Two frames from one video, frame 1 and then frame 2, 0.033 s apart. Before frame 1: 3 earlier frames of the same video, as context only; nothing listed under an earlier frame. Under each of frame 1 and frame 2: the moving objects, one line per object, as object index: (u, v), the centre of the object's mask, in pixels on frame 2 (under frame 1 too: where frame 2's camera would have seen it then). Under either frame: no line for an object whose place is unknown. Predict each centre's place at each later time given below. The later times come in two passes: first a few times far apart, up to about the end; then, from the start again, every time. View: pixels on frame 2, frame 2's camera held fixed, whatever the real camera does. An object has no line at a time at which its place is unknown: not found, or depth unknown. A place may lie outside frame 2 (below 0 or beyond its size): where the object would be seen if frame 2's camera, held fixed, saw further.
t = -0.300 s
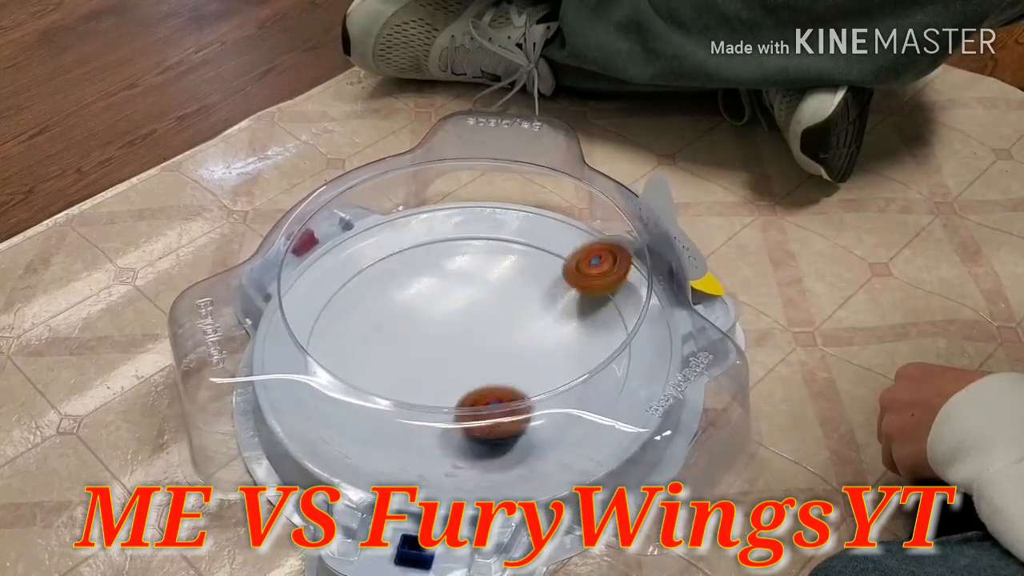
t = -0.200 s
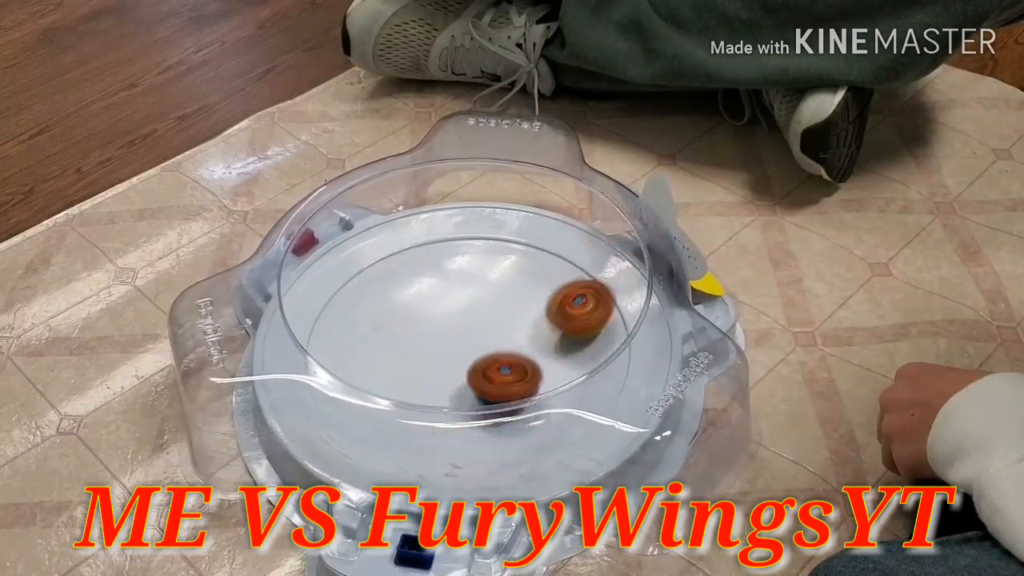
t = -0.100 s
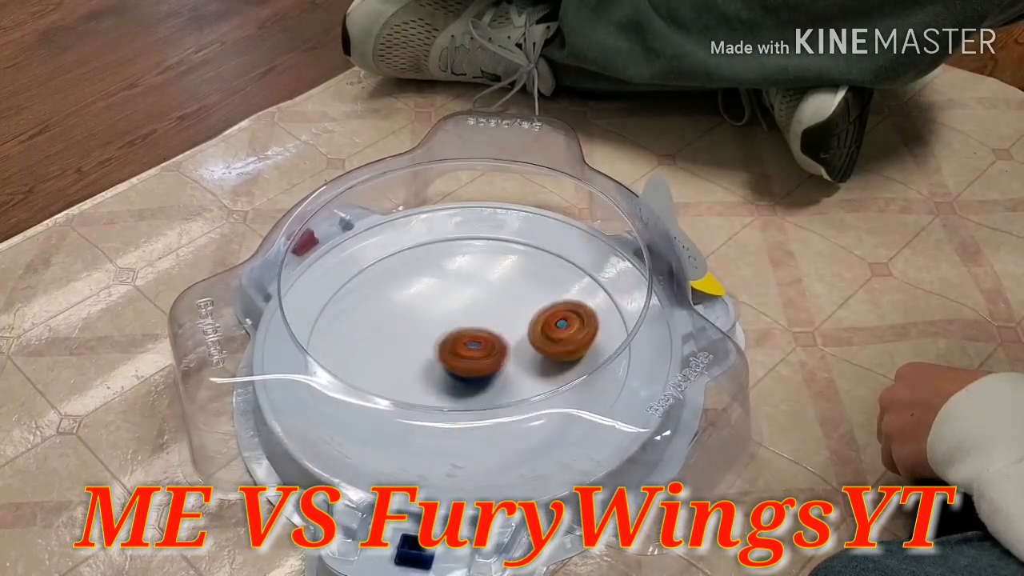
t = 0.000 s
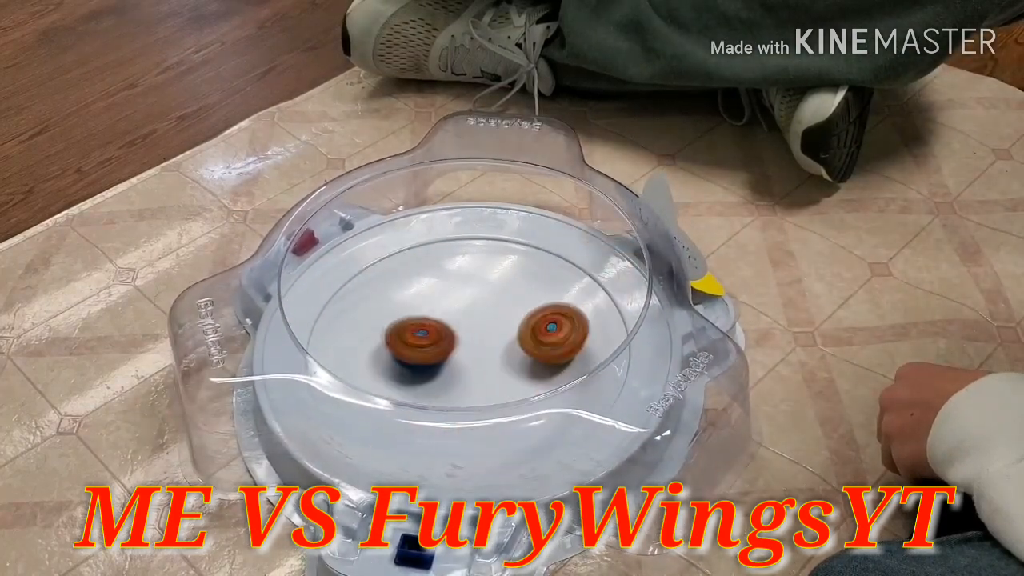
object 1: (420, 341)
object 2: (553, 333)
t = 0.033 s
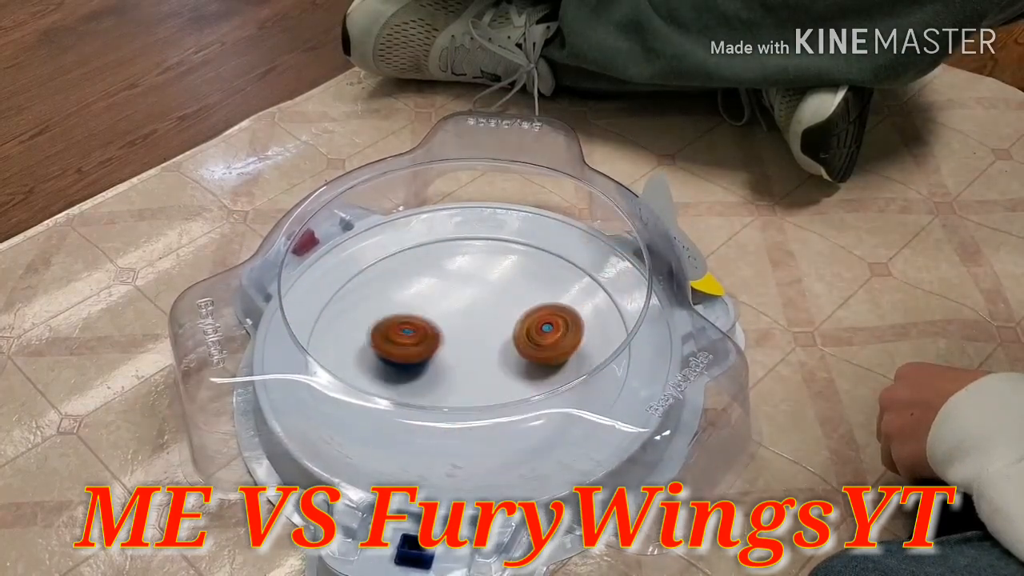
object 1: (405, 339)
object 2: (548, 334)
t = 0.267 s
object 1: (356, 358)
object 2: (506, 332)
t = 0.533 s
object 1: (419, 367)
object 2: (462, 322)
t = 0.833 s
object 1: (451, 361)
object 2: (463, 300)
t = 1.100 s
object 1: (461, 377)
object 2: (473, 292)
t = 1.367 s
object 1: (468, 361)
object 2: (479, 307)
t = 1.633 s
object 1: (472, 399)
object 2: (524, 286)
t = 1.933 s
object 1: (389, 379)
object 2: (552, 284)
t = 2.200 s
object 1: (418, 340)
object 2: (505, 341)
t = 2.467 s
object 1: (443, 288)
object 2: (482, 370)
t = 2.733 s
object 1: (520, 314)
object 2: (457, 363)
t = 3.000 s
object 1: (530, 356)
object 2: (448, 336)
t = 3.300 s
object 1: (458, 382)
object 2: (445, 317)
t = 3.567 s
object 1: (445, 370)
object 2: (469, 314)
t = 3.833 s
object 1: (438, 348)
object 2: (499, 316)
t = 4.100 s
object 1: (409, 359)
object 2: (548, 320)
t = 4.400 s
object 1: (421, 356)
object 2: (568, 320)
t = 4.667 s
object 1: (435, 322)
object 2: (514, 346)
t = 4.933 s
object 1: (452, 305)
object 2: (482, 384)
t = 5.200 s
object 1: (482, 317)
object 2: (486, 382)
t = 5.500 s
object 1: (475, 305)
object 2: (468, 378)
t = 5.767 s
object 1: (470, 321)
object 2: (442, 380)
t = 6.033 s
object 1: (497, 329)
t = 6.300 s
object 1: (501, 326)
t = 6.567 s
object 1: (541, 326)
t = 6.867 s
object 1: (520, 331)
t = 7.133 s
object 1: (473, 333)
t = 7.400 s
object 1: (499, 357)
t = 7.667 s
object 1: (473, 362)
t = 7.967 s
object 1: (466, 359)
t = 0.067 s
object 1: (392, 339)
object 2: (543, 334)
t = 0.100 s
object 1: (381, 340)
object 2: (537, 335)
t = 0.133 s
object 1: (372, 341)
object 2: (531, 334)
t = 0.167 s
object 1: (365, 344)
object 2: (525, 334)
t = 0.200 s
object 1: (359, 348)
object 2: (518, 334)
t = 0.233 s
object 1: (356, 353)
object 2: (512, 332)
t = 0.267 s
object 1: (356, 358)
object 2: (506, 332)
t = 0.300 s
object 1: (359, 362)
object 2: (499, 331)
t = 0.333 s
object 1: (363, 365)
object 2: (493, 330)
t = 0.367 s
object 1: (370, 369)
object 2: (487, 329)
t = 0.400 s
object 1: (379, 371)
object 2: (481, 328)
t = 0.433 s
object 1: (389, 372)
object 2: (475, 328)
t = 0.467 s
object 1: (399, 371)
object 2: (470, 327)
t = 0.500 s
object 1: (411, 368)
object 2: (464, 326)
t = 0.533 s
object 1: (419, 367)
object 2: (462, 322)
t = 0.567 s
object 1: (421, 369)
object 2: (466, 313)
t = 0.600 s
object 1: (424, 369)
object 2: (469, 307)
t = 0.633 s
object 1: (428, 368)
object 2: (470, 303)
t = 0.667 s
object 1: (433, 365)
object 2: (469, 302)
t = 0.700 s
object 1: (437, 363)
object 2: (467, 303)
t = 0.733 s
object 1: (442, 359)
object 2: (465, 304)
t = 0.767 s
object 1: (445, 356)
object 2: (464, 304)
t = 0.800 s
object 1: (448, 361)
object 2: (464, 300)
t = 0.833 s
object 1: (451, 361)
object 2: (463, 300)
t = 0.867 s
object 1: (454, 360)
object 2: (463, 300)
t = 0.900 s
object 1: (458, 359)
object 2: (462, 302)
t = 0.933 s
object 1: (460, 360)
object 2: (463, 302)
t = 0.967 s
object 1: (461, 368)
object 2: (466, 295)
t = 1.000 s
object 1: (460, 373)
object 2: (468, 290)
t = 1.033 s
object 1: (460, 376)
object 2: (470, 288)
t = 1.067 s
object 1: (460, 377)
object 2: (472, 289)
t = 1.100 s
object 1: (461, 377)
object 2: (473, 292)
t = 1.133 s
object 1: (462, 375)
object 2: (475, 295)
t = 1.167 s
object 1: (463, 372)
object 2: (476, 298)
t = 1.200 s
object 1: (464, 368)
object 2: (477, 301)
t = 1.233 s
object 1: (466, 365)
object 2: (478, 305)
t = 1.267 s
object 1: (468, 361)
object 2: (479, 307)
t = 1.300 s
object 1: (468, 361)
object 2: (481, 307)
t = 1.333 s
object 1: (467, 362)
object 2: (483, 307)
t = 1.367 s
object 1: (468, 361)
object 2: (479, 307)
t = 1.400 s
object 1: (468, 361)
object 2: (481, 307)
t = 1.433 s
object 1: (466, 362)
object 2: (485, 308)
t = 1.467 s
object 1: (458, 379)
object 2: (494, 294)
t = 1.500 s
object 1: (454, 385)
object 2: (500, 284)
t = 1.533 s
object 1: (452, 391)
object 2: (509, 274)
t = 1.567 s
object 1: (455, 399)
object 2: (515, 275)
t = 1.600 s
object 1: (464, 400)
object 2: (521, 280)
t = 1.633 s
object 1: (472, 399)
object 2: (524, 286)
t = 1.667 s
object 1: (480, 391)
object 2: (525, 293)
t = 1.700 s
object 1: (485, 385)
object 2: (524, 300)
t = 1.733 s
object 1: (482, 376)
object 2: (521, 307)
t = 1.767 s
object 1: (473, 362)
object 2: (517, 315)
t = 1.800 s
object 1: (440, 370)
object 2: (531, 297)
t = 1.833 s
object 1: (422, 376)
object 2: (539, 286)
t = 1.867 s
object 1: (401, 379)
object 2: (547, 276)
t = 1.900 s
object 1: (393, 379)
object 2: (551, 279)
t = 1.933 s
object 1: (389, 379)
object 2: (552, 284)
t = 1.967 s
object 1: (388, 378)
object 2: (550, 291)
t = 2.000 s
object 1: (390, 376)
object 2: (543, 303)
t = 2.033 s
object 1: (391, 375)
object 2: (540, 307)
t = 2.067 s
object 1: (397, 371)
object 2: (532, 316)
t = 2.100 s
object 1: (405, 363)
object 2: (521, 325)
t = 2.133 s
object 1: (415, 354)
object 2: (510, 334)
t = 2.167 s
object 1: (424, 345)
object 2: (499, 341)
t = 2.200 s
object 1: (418, 340)
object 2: (505, 341)
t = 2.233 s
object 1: (412, 330)
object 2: (515, 344)
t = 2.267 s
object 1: (413, 321)
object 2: (514, 348)
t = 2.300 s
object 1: (415, 311)
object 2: (510, 353)
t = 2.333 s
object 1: (419, 304)
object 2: (504, 358)
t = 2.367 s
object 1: (423, 297)
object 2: (498, 363)
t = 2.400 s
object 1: (429, 291)
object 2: (493, 366)
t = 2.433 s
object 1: (436, 289)
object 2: (488, 369)
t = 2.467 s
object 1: (443, 288)
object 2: (482, 370)
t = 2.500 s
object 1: (453, 289)
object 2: (478, 372)
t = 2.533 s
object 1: (459, 291)
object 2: (476, 372)
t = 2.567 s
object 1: (470, 295)
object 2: (472, 372)
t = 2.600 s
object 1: (481, 298)
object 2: (468, 371)
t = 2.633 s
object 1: (492, 301)
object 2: (465, 370)
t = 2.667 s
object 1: (502, 306)
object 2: (462, 368)
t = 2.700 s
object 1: (512, 310)
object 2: (460, 366)
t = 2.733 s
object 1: (520, 314)
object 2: (457, 363)
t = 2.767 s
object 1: (527, 319)
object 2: (456, 360)
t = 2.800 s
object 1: (532, 324)
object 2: (454, 356)
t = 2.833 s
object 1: (535, 329)
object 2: (454, 352)
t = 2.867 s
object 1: (535, 335)
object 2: (454, 349)
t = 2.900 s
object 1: (534, 338)
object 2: (454, 347)
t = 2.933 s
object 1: (531, 344)
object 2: (455, 343)
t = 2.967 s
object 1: (527, 350)
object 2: (455, 340)
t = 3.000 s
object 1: (530, 356)
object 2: (448, 336)
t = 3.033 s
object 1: (529, 360)
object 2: (447, 332)
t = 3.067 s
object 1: (524, 362)
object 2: (446, 329)
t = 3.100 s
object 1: (516, 364)
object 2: (445, 327)
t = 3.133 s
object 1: (504, 366)
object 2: (444, 325)
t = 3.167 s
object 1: (490, 368)
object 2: (444, 324)
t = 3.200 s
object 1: (477, 370)
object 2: (445, 322)
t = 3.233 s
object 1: (472, 373)
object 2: (444, 320)
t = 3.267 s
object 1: (465, 379)
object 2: (444, 318)
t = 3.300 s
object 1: (458, 382)
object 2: (445, 317)
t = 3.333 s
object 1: (454, 383)
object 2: (446, 317)
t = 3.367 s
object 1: (450, 383)
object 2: (449, 318)
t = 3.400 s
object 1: (447, 382)
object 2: (451, 319)
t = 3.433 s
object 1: (445, 378)
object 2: (453, 321)
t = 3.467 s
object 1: (444, 376)
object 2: (456, 318)
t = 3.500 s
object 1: (443, 376)
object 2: (460, 313)
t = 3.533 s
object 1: (443, 374)
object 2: (465, 313)
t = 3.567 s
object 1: (445, 370)
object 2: (469, 314)
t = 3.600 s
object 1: (447, 366)
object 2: (471, 314)
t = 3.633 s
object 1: (447, 362)
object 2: (476, 312)
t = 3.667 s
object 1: (446, 359)
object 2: (481, 311)
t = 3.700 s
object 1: (441, 358)
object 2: (486, 311)
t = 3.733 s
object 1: (437, 356)
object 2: (490, 311)
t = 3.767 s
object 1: (435, 354)
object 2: (494, 312)
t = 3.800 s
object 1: (436, 351)
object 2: (497, 314)
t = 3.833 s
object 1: (438, 348)
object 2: (499, 316)
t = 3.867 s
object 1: (435, 348)
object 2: (506, 315)
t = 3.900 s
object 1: (434, 347)
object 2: (509, 317)
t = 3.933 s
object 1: (434, 347)
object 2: (509, 318)
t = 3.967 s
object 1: (437, 346)
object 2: (510, 321)
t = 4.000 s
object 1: (437, 346)
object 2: (514, 323)
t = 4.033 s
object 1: (421, 350)
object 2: (536, 317)
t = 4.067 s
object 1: (413, 354)
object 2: (544, 317)
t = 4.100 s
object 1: (409, 359)
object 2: (548, 320)
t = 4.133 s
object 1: (409, 363)
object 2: (550, 323)
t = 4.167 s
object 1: (416, 368)
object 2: (548, 327)
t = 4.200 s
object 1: (427, 370)
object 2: (544, 331)
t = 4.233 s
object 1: (442, 368)
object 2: (539, 334)
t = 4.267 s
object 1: (456, 362)
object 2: (532, 337)
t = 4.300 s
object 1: (458, 360)
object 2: (531, 338)
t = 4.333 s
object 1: (436, 360)
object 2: (559, 324)
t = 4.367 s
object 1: (426, 358)
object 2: (569, 318)
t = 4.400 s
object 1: (421, 356)
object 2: (568, 320)
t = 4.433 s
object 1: (420, 354)
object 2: (563, 323)
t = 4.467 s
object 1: (423, 351)
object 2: (556, 326)
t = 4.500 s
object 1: (427, 347)
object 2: (547, 331)
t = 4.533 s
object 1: (433, 343)
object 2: (537, 335)
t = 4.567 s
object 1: (438, 337)
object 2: (524, 339)
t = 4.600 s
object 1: (441, 331)
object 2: (516, 342)
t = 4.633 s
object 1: (438, 327)
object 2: (518, 343)
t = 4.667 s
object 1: (435, 322)
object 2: (514, 346)
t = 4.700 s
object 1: (436, 318)
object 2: (507, 350)
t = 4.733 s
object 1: (438, 315)
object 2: (498, 354)
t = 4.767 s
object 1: (442, 314)
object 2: (490, 358)
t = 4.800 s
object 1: (444, 313)
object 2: (487, 363)
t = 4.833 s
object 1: (447, 313)
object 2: (482, 366)
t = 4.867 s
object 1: (452, 316)
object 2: (477, 370)
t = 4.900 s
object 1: (453, 310)
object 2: (481, 380)
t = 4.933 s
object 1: (452, 305)
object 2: (482, 384)
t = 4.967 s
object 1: (451, 302)
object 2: (481, 385)
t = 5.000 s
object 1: (452, 301)
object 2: (481, 386)
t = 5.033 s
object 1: (453, 302)
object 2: (480, 385)
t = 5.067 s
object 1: (456, 306)
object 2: (480, 385)
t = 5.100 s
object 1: (461, 313)
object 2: (481, 384)
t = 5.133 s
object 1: (468, 319)
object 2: (482, 381)
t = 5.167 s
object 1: (475, 323)
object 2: (483, 380)
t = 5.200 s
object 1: (482, 317)
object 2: (486, 382)
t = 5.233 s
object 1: (488, 309)
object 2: (487, 385)
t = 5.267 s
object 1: (488, 305)
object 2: (486, 384)
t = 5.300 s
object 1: (487, 303)
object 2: (484, 382)
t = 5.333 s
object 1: (486, 303)
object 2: (483, 381)
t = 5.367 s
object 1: (483, 306)
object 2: (481, 377)
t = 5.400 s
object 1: (480, 313)
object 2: (477, 373)
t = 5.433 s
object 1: (479, 313)
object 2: (475, 372)
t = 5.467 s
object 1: (478, 308)
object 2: (472, 377)
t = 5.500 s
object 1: (475, 305)
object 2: (468, 378)
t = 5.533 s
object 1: (471, 307)
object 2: (464, 377)
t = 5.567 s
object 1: (468, 311)
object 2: (460, 376)
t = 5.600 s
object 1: (465, 316)
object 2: (456, 375)
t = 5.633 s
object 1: (468, 313)
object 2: (452, 380)
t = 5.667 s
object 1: (468, 313)
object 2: (448, 381)
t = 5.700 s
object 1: (468, 314)
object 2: (447, 381)
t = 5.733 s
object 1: (469, 317)
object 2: (444, 381)
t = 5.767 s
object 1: (470, 321)
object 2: (442, 380)
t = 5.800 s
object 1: (473, 326)
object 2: (441, 379)
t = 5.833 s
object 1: (480, 324)
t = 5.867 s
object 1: (486, 324)
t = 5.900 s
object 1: (490, 324)
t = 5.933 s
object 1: (492, 326)
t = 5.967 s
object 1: (492, 328)
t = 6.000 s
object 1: (494, 330)
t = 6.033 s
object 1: (497, 329)
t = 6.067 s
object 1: (498, 330)
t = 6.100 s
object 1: (497, 331)
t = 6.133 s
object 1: (499, 332)
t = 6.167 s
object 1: (508, 328)
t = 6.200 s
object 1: (512, 326)
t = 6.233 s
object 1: (511, 325)
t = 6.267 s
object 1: (507, 324)
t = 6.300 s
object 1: (501, 326)
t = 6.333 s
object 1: (492, 330)
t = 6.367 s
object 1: (490, 333)
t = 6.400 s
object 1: (522, 326)
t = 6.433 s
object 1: (532, 323)
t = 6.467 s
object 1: (540, 322)
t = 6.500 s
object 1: (542, 322)
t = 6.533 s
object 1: (542, 323)
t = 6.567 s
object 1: (541, 326)
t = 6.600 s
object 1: (535, 331)
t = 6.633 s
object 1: (527, 336)
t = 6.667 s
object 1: (516, 340)
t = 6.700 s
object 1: (518, 341)
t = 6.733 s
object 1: (538, 336)
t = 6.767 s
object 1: (540, 335)
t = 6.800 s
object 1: (538, 333)
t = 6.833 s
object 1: (531, 331)
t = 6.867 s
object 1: (520, 331)
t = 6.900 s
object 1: (508, 331)
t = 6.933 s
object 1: (503, 331)
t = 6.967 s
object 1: (503, 330)
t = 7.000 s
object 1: (500, 330)
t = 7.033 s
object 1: (494, 331)
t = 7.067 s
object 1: (486, 332)
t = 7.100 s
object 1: (478, 333)
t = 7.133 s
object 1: (473, 333)
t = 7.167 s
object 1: (476, 336)
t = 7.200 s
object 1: (476, 339)
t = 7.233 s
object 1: (477, 342)
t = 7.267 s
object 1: (486, 347)
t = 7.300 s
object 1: (490, 350)
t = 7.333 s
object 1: (495, 352)
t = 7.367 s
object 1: (498, 355)
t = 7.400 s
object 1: (499, 357)
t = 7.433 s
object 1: (498, 358)
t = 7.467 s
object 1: (496, 359)
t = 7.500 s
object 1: (492, 359)
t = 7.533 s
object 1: (487, 358)
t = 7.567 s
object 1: (483, 358)
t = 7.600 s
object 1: (478, 360)
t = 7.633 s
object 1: (475, 362)
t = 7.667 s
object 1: (473, 362)
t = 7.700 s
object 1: (471, 361)
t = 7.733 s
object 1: (468, 360)
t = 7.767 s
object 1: (466, 357)
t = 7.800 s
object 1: (465, 361)
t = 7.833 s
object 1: (463, 361)
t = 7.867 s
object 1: (464, 360)
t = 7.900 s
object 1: (466, 360)
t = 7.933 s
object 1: (466, 358)
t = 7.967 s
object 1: (466, 359)
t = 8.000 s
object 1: (470, 359)
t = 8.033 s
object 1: (475, 357)
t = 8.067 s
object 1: (475, 358)
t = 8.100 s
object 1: (475, 361)
